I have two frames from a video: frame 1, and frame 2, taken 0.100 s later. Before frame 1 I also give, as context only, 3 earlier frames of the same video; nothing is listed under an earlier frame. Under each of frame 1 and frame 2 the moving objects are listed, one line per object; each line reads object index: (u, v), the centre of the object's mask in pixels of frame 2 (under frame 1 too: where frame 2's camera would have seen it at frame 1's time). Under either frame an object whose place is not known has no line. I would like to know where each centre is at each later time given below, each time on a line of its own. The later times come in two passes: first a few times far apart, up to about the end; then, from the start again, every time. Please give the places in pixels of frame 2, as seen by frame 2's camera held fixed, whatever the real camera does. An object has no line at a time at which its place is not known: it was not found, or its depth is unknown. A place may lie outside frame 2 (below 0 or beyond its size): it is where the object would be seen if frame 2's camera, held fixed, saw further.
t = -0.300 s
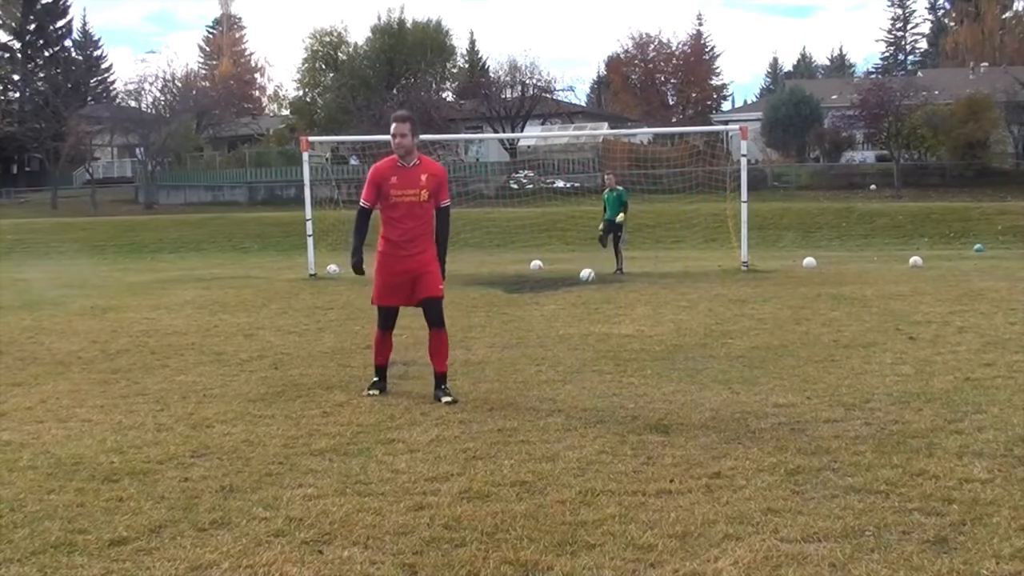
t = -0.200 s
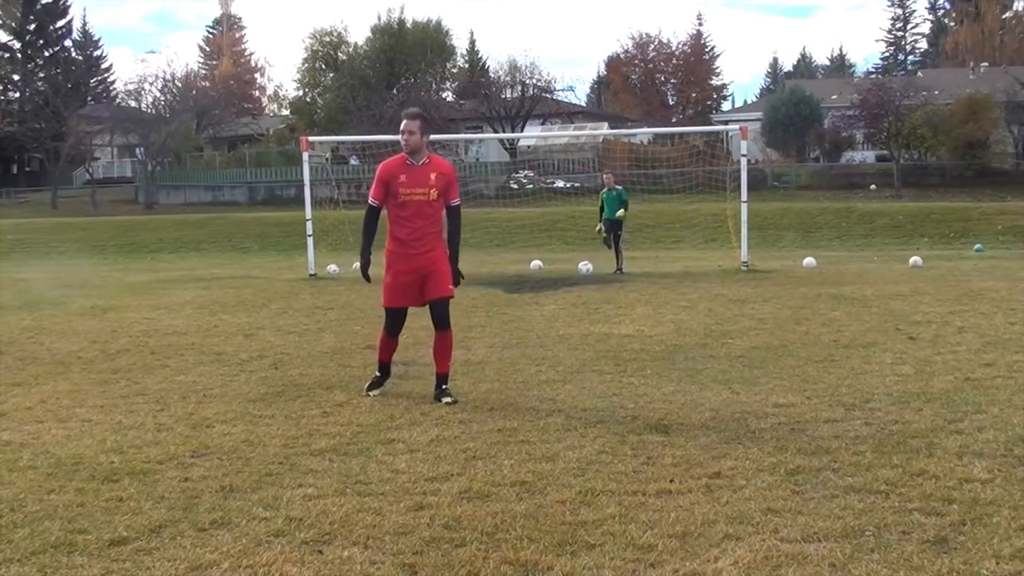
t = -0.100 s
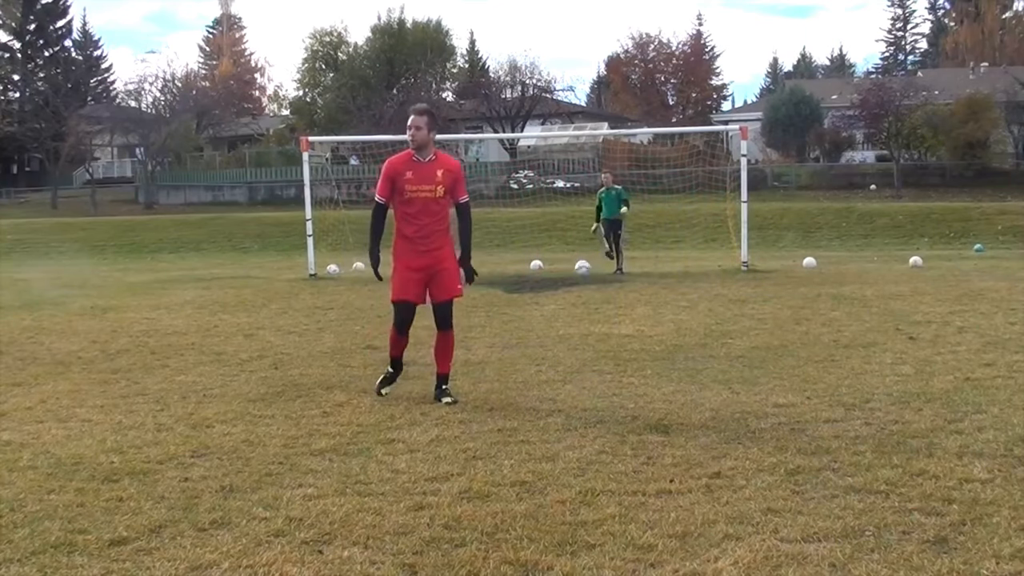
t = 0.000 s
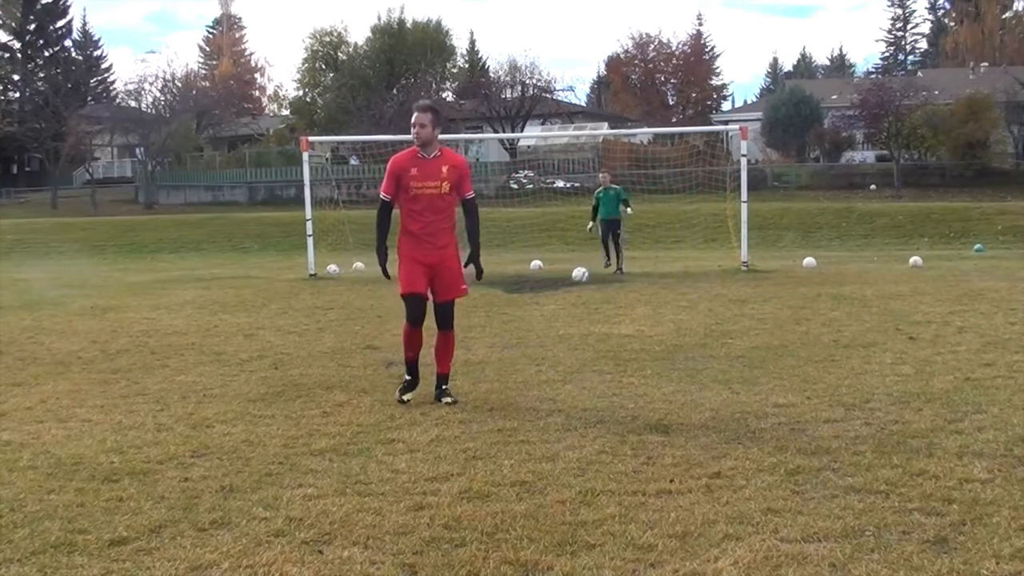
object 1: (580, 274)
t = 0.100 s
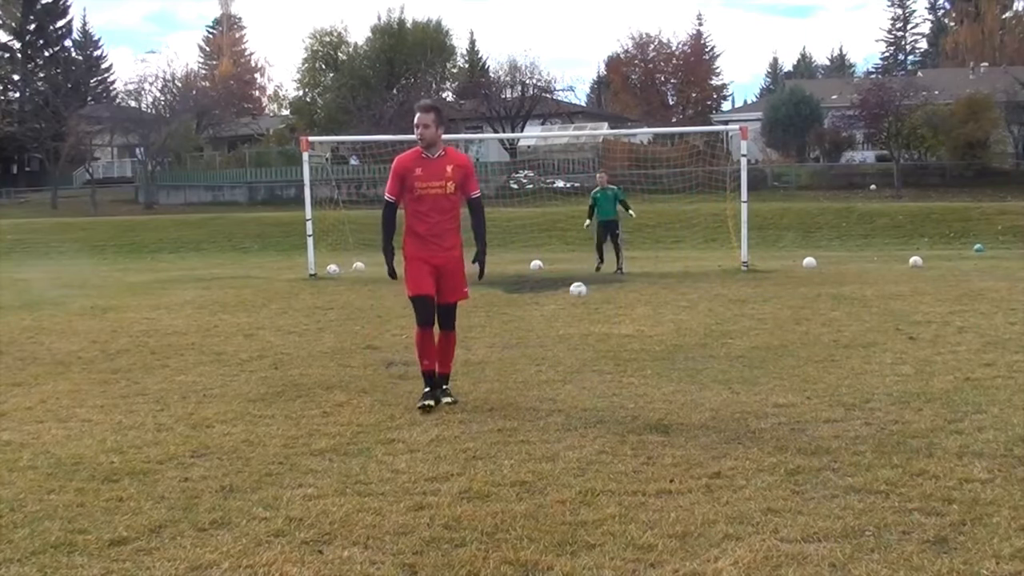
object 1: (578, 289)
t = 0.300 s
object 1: (574, 283)
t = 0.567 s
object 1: (568, 300)
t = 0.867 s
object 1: (560, 315)
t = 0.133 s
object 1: (577, 288)
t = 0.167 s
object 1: (576, 286)
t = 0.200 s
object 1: (576, 283)
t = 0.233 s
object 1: (575, 283)
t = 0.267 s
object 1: (575, 282)
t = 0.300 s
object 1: (574, 283)
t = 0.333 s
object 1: (573, 285)
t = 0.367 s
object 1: (573, 287)
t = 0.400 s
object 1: (572, 291)
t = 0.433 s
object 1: (572, 297)
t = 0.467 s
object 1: (571, 301)
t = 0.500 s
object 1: (571, 300)
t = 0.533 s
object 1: (569, 299)
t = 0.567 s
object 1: (568, 300)
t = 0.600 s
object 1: (567, 300)
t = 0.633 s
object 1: (567, 302)
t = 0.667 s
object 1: (566, 306)
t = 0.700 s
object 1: (565, 309)
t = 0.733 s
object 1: (564, 310)
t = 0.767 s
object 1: (563, 311)
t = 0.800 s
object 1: (563, 312)
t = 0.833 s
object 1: (562, 314)
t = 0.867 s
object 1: (560, 315)
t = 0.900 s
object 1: (560, 315)
